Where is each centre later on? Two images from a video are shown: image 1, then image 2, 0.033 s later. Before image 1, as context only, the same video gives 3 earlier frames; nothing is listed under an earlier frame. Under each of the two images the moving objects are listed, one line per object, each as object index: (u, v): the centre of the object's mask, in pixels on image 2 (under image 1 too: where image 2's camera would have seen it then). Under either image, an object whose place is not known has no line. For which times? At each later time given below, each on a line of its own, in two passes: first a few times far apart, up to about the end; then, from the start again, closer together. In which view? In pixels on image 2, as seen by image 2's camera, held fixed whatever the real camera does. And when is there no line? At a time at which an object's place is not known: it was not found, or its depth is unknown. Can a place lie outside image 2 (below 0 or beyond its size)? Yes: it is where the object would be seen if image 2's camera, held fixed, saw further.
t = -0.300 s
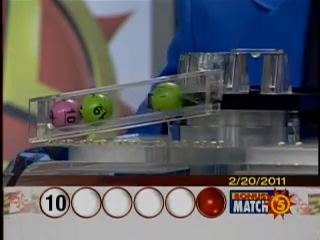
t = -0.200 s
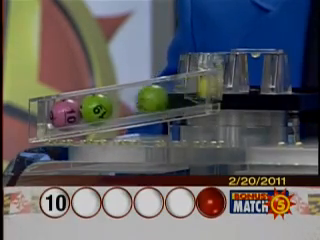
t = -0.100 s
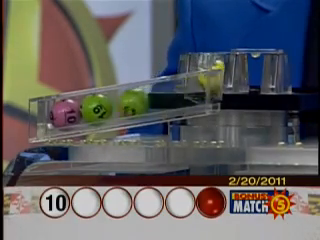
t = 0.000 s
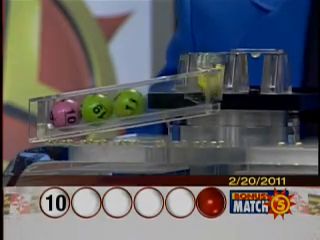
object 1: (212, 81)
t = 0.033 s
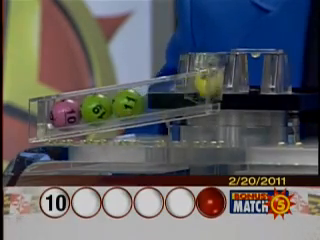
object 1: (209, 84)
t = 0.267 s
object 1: (192, 92)
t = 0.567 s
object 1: (165, 97)
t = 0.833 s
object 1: (158, 98)
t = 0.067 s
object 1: (203, 77)
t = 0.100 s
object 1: (197, 86)
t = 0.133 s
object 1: (194, 90)
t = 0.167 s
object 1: (193, 92)
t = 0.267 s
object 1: (192, 92)
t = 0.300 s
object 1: (191, 93)
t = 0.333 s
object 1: (190, 93)
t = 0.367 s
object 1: (187, 94)
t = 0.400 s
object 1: (184, 94)
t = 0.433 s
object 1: (180, 96)
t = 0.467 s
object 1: (177, 96)
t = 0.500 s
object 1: (174, 96)
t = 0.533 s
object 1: (169, 97)
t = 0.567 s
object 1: (165, 97)
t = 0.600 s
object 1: (160, 98)
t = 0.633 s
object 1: (159, 98)
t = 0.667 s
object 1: (159, 98)
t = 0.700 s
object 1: (158, 98)
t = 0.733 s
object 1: (158, 98)
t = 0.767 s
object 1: (158, 98)
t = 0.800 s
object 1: (158, 98)
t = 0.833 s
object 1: (158, 98)
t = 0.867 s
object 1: (158, 98)
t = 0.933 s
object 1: (157, 99)
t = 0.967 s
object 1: (157, 99)
